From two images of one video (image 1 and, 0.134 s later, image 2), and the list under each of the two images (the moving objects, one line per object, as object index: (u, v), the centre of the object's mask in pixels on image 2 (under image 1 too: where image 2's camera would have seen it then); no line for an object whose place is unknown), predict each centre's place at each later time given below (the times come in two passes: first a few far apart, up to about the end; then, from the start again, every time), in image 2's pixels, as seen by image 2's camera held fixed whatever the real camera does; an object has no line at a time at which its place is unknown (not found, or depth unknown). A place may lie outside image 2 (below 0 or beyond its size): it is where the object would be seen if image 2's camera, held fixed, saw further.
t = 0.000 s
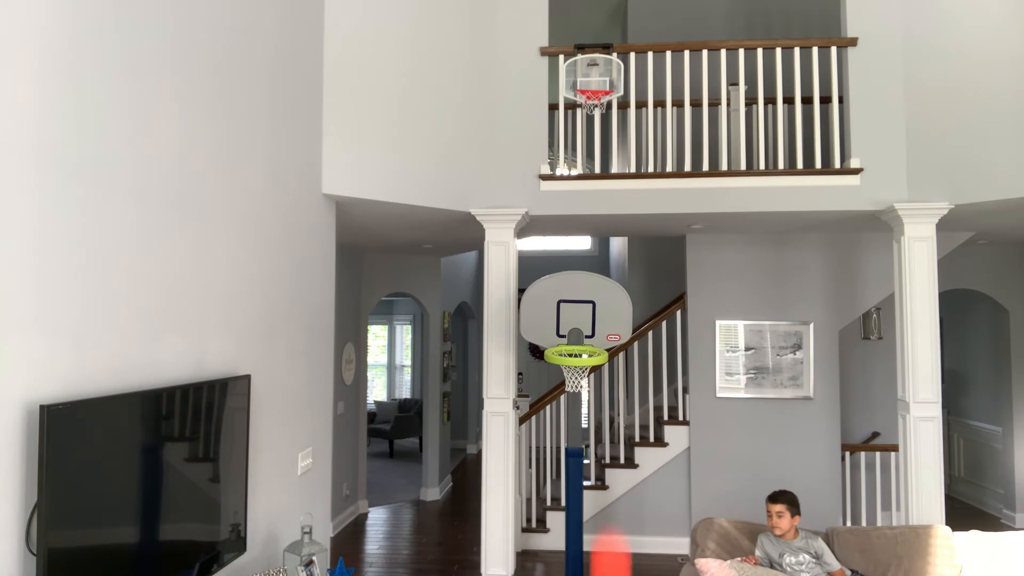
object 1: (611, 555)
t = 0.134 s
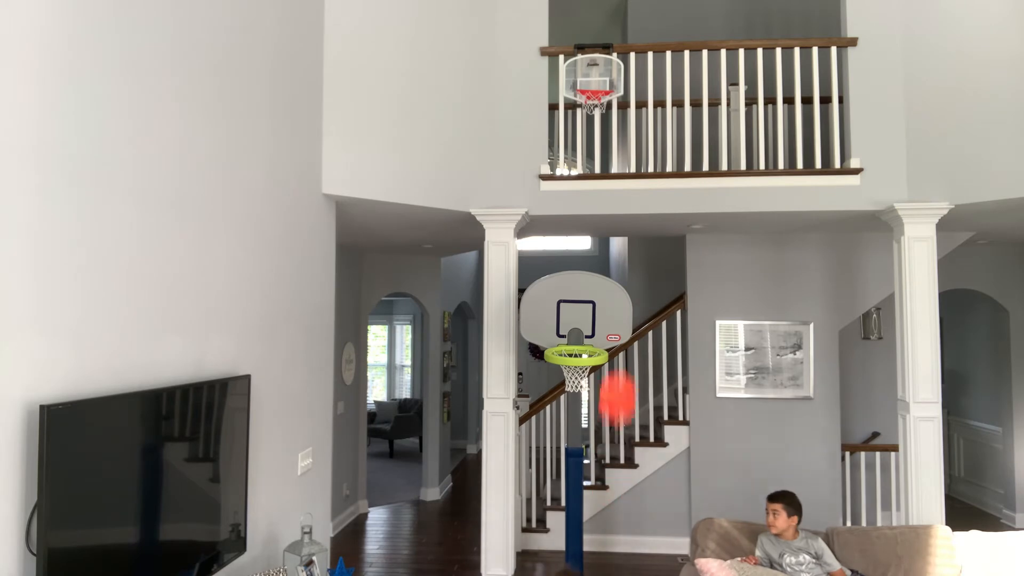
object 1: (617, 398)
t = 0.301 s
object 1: (624, 309)
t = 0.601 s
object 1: (633, 329)
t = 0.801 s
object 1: (637, 417)
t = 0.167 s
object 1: (619, 371)
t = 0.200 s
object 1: (621, 350)
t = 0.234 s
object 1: (622, 333)
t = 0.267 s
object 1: (623, 318)
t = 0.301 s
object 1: (624, 309)
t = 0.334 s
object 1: (625, 302)
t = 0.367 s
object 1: (627, 297)
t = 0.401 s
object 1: (628, 296)
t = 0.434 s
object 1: (629, 296)
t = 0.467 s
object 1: (630, 299)
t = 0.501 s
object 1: (631, 304)
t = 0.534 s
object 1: (632, 311)
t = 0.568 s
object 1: (632, 319)
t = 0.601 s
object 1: (633, 329)
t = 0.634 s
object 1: (633, 341)
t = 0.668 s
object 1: (634, 353)
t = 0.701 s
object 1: (635, 366)
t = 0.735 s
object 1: (636, 382)
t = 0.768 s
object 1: (637, 398)
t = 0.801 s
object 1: (637, 417)
